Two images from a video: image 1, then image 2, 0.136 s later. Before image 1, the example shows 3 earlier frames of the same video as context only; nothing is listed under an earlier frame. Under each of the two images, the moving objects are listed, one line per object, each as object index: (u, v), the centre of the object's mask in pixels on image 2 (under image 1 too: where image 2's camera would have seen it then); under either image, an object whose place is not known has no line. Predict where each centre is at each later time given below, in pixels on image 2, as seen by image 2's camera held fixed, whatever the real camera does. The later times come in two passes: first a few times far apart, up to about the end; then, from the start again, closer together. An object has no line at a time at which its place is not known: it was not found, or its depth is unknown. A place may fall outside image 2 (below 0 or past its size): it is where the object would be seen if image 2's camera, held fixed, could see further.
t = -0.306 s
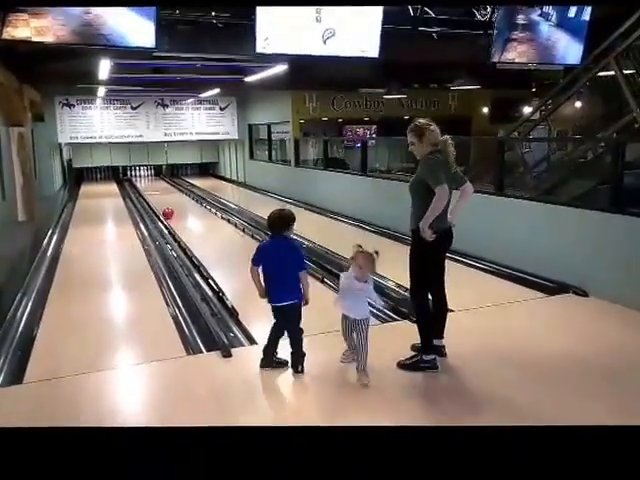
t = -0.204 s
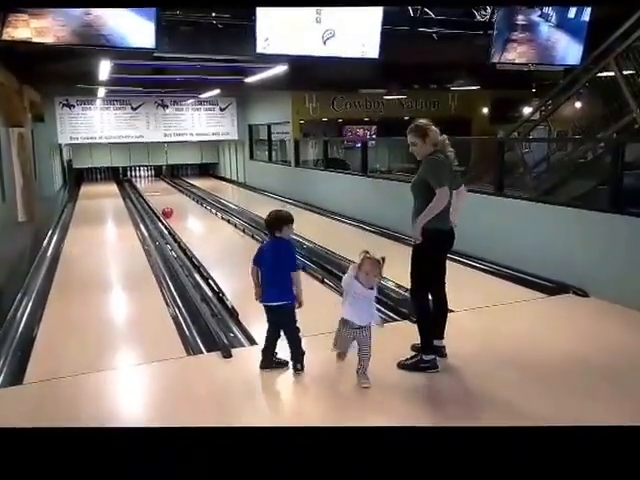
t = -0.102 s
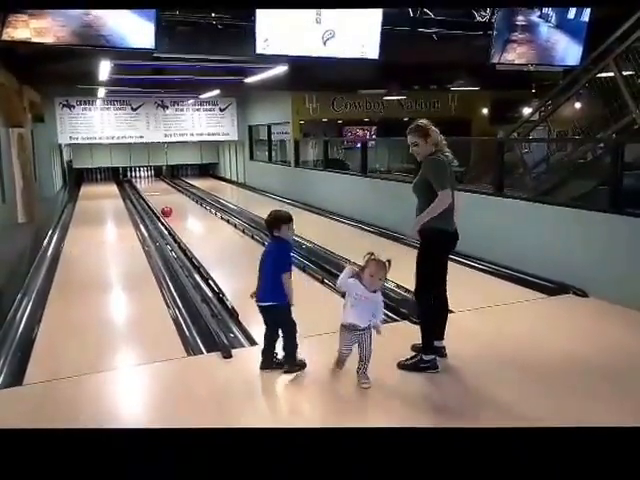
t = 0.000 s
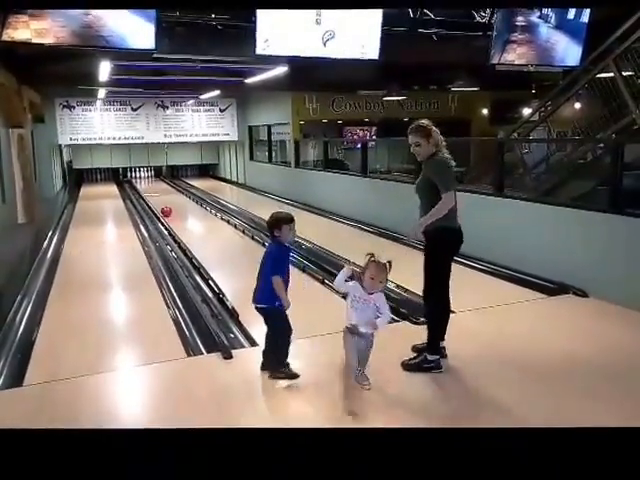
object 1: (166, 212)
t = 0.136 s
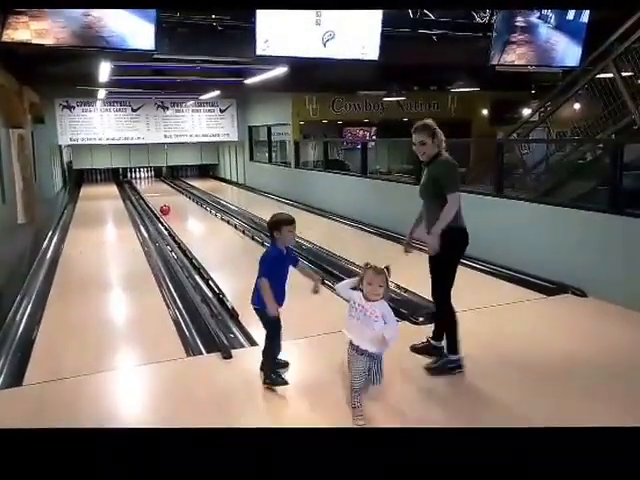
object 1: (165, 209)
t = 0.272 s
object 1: (164, 208)
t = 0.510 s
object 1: (162, 206)
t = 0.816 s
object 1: (160, 203)
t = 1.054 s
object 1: (158, 200)
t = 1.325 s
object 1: (157, 198)
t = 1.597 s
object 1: (155, 195)
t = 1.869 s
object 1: (152, 194)
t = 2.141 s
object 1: (152, 192)
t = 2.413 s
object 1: (153, 189)
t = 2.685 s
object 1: (151, 188)
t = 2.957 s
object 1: (148, 185)
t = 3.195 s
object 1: (146, 184)
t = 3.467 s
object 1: (145, 184)
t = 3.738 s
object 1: (143, 183)
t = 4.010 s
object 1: (143, 182)
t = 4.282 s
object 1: (143, 180)
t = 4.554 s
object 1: (142, 178)
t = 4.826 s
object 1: (141, 176)
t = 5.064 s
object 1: (141, 175)
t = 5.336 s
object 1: (141, 174)
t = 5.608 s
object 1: (140, 173)
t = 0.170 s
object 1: (164, 209)
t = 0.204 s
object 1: (164, 209)
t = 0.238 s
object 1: (164, 208)
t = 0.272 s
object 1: (164, 208)
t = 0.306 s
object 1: (163, 208)
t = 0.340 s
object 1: (163, 208)
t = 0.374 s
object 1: (163, 207)
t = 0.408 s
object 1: (162, 207)
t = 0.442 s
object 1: (162, 206)
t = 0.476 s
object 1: (162, 206)
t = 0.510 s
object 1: (162, 206)
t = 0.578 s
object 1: (161, 205)
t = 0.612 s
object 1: (161, 205)
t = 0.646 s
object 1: (161, 204)
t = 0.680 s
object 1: (160, 204)
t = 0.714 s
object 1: (160, 204)
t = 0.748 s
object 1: (160, 204)
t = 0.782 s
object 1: (160, 203)
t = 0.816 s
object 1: (160, 203)
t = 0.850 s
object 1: (160, 202)
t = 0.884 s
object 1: (159, 202)
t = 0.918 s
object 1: (159, 202)
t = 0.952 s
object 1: (159, 201)
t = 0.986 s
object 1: (159, 201)
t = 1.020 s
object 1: (158, 201)
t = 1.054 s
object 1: (158, 200)
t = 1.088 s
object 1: (158, 200)
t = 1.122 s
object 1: (158, 200)
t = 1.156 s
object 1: (158, 199)
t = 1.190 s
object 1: (157, 199)
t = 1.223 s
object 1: (157, 199)
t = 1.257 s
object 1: (157, 198)
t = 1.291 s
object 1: (157, 198)
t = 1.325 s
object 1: (157, 198)
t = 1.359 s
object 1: (156, 197)
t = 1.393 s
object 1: (156, 197)
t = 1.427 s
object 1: (156, 197)
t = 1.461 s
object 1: (156, 197)
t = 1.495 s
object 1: (155, 196)
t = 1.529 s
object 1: (155, 196)
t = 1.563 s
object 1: (155, 196)
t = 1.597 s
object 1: (155, 195)
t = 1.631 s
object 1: (154, 196)
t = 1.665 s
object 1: (154, 196)
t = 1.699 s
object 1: (154, 195)
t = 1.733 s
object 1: (154, 195)
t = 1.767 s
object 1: (154, 195)
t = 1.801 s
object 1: (153, 194)
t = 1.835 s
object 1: (153, 194)
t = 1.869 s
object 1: (152, 194)
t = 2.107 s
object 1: (152, 192)
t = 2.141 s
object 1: (152, 192)
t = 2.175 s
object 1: (152, 192)
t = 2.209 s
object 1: (152, 190)
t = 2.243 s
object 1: (153, 190)
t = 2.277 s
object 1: (152, 190)
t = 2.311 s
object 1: (153, 189)
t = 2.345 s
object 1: (153, 189)
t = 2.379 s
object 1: (153, 189)
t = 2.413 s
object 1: (153, 189)
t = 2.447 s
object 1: (153, 189)
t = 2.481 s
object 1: (153, 189)
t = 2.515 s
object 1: (153, 188)
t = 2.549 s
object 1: (152, 188)
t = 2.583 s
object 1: (152, 188)
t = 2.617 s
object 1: (152, 188)
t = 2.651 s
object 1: (151, 188)
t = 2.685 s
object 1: (151, 188)
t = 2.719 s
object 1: (150, 187)
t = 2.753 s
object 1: (150, 187)
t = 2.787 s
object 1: (150, 187)
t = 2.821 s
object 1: (149, 186)
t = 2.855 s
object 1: (149, 186)
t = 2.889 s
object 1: (149, 186)
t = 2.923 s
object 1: (148, 185)
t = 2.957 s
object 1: (148, 185)
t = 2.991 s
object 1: (148, 186)
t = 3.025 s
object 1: (147, 185)
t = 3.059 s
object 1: (147, 185)
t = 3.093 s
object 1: (147, 185)
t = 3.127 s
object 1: (146, 185)
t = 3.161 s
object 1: (146, 184)
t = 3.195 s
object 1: (146, 184)
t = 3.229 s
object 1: (146, 184)
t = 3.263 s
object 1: (146, 184)
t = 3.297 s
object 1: (146, 184)
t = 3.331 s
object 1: (146, 184)
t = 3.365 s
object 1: (145, 184)
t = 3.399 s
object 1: (145, 184)
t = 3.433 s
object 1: (145, 184)
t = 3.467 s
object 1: (145, 184)
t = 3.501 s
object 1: (145, 183)
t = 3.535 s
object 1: (145, 183)
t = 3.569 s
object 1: (144, 183)
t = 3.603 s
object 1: (144, 183)
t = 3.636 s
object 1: (144, 183)
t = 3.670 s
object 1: (143, 183)
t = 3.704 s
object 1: (143, 183)
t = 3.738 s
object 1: (143, 183)
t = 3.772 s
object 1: (143, 183)
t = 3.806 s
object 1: (143, 183)
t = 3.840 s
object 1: (143, 182)
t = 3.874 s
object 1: (143, 182)
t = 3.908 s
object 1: (143, 182)
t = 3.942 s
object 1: (143, 182)
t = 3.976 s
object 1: (143, 182)
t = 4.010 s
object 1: (143, 182)
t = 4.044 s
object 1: (143, 181)
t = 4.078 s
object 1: (143, 181)
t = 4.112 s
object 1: (143, 181)
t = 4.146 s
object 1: (143, 181)
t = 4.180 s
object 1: (143, 181)
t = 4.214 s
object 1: (143, 181)
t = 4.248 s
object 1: (142, 180)
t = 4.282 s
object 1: (143, 180)
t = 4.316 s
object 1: (143, 179)
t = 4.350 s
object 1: (143, 179)
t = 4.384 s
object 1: (142, 179)
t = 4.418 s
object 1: (142, 179)
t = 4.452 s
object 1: (142, 179)
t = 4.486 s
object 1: (142, 178)
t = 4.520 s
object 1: (142, 178)
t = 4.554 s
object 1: (142, 178)
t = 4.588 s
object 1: (142, 178)
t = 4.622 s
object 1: (142, 178)
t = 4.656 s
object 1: (142, 177)
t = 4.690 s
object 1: (142, 177)
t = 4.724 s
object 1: (142, 177)
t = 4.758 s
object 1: (142, 176)
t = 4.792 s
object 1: (142, 176)
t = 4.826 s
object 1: (141, 176)
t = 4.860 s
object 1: (142, 176)
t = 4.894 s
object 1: (142, 176)
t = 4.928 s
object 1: (141, 176)
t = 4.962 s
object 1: (141, 176)
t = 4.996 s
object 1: (141, 176)
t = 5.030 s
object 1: (141, 176)
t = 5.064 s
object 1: (141, 175)
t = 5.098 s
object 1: (141, 176)
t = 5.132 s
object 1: (141, 175)
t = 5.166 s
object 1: (141, 175)
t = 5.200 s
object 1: (141, 175)
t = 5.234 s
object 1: (141, 175)
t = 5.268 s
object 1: (141, 175)
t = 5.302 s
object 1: (141, 174)
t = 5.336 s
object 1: (141, 174)
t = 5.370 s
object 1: (141, 174)
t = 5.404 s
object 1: (141, 174)
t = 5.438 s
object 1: (141, 174)
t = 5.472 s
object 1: (141, 173)
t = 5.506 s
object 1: (140, 173)
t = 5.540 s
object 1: (141, 174)
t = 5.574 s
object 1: (140, 173)
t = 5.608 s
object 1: (140, 173)
